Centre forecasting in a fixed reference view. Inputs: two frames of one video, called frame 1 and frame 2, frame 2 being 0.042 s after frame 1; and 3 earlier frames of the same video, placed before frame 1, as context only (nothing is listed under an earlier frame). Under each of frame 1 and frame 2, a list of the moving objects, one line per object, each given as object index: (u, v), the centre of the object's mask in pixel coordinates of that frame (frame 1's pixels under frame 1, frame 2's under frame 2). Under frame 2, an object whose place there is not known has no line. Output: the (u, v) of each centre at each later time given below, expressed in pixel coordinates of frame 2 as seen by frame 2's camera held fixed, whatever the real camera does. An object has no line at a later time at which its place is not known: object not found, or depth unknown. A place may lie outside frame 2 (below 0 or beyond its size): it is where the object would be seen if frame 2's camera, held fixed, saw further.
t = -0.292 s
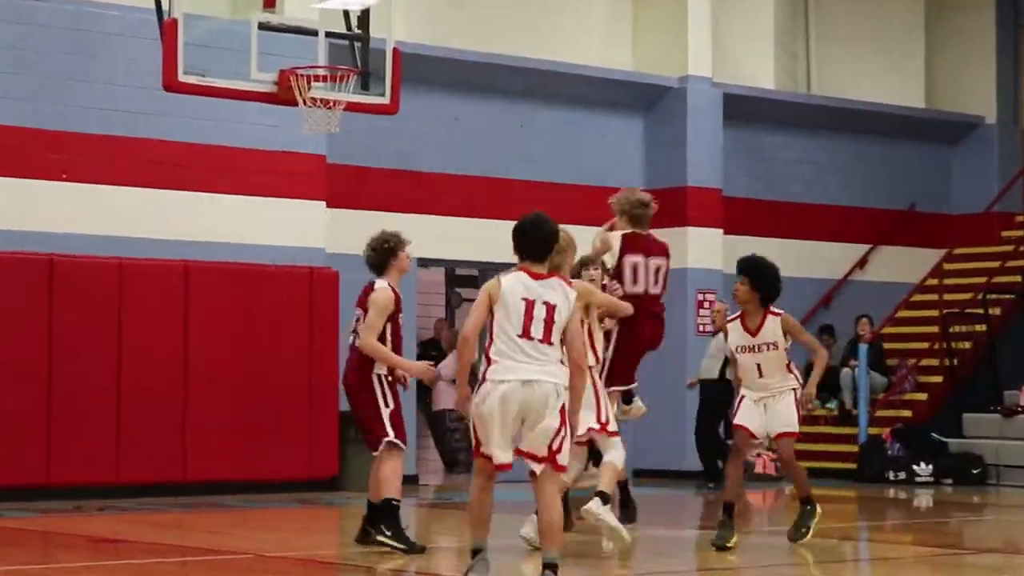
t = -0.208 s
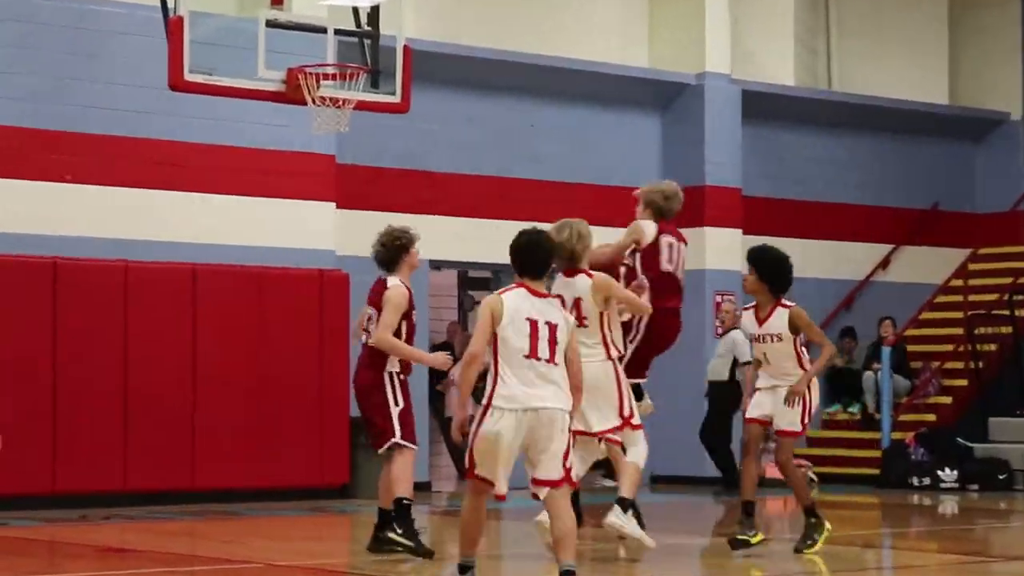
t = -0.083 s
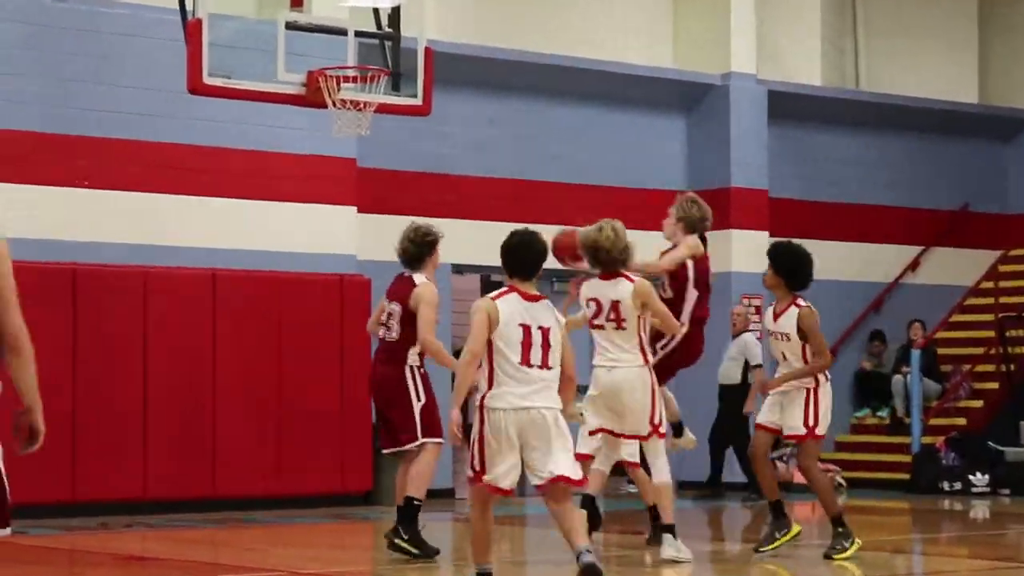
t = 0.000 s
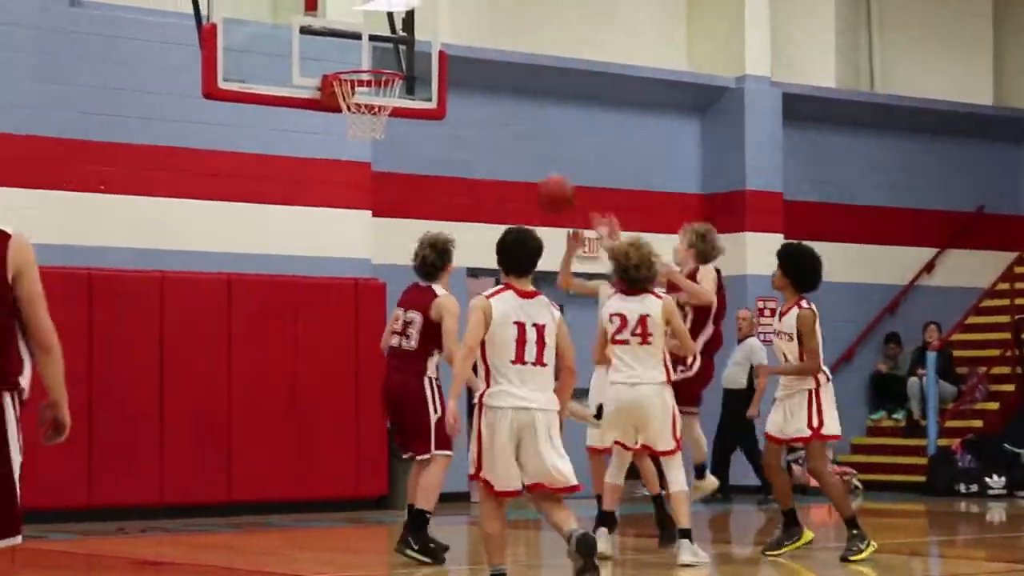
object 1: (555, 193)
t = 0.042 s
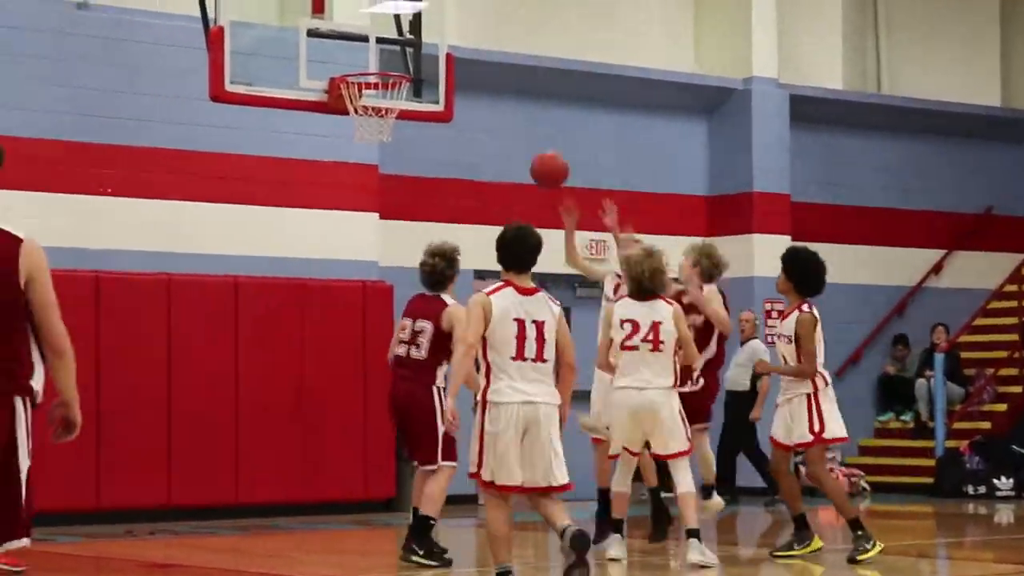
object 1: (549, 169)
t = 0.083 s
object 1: (536, 146)
